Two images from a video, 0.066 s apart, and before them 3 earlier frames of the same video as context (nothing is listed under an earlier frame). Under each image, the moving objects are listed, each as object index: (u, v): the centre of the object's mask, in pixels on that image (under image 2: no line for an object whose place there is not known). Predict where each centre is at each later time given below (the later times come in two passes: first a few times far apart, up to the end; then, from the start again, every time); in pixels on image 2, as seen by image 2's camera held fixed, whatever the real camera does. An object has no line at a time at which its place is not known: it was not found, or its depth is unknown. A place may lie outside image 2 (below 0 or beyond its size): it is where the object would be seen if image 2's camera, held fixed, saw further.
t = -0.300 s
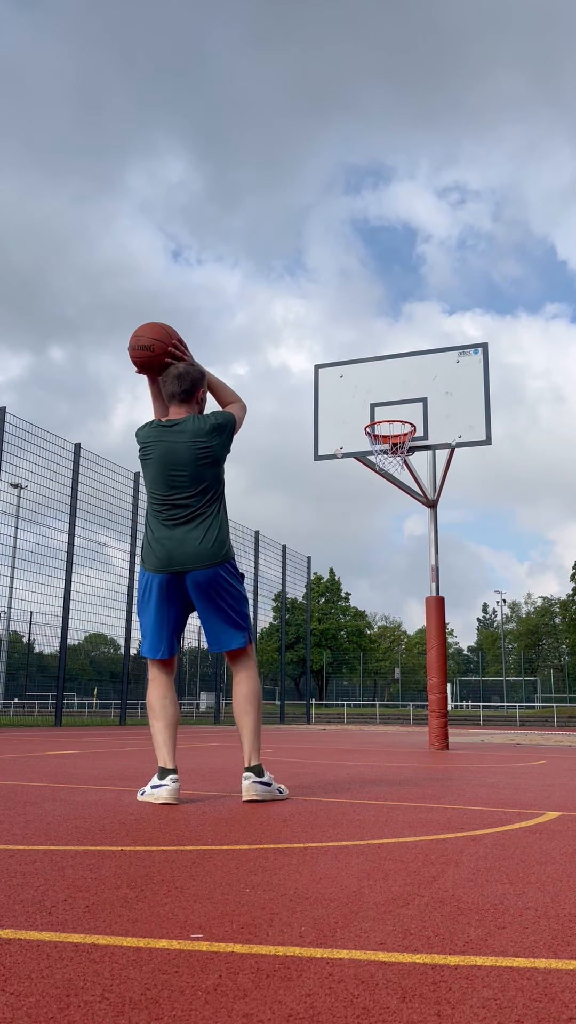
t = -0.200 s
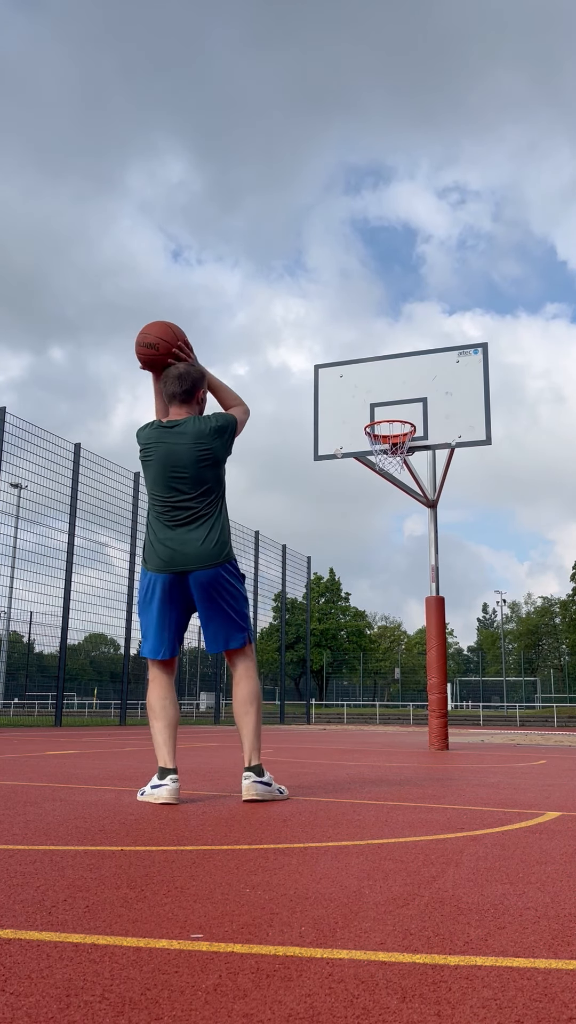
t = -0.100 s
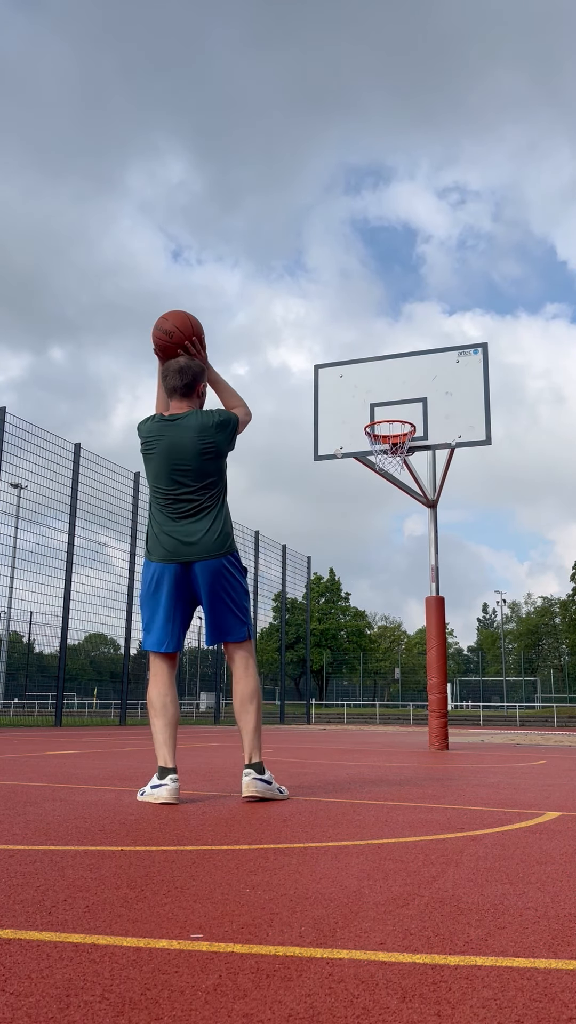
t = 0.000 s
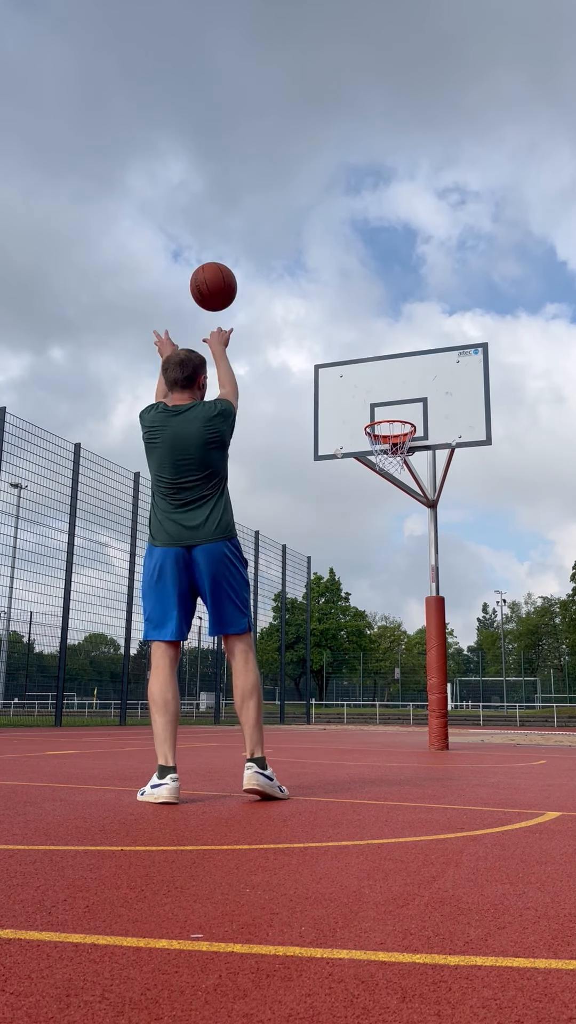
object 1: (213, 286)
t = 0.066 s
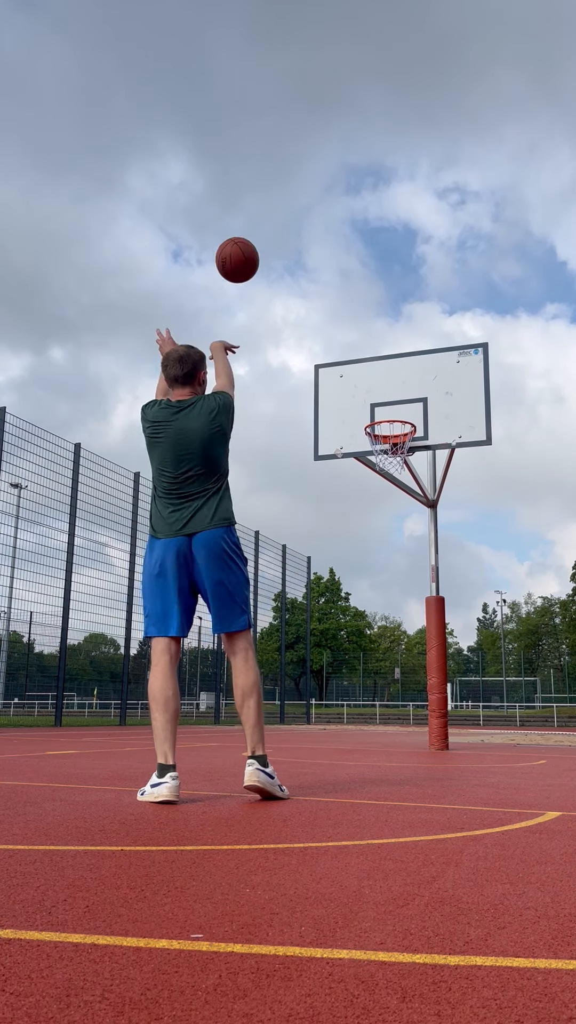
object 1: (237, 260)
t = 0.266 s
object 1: (291, 236)
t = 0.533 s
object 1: (338, 284)
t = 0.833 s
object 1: (374, 403)
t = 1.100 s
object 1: (379, 377)
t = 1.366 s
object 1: (380, 391)
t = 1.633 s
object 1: (379, 411)
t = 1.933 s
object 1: (407, 408)
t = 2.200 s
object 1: (437, 484)
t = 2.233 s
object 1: (441, 500)
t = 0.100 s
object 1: (248, 251)
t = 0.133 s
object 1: (257, 244)
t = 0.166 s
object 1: (267, 239)
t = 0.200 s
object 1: (275, 237)
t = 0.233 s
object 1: (283, 235)
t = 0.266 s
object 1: (291, 236)
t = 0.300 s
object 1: (298, 238)
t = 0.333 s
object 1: (304, 241)
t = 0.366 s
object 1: (311, 246)
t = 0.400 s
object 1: (317, 251)
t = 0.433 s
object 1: (322, 258)
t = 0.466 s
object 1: (328, 266)
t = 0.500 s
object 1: (333, 275)
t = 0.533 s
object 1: (338, 284)
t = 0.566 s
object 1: (342, 295)
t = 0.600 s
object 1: (347, 306)
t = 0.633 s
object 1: (351, 318)
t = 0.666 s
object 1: (355, 330)
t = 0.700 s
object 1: (359, 343)
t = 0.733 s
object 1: (363, 358)
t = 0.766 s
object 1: (367, 372)
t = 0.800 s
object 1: (370, 387)
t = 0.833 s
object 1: (374, 403)
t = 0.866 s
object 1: (376, 409)
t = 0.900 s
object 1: (376, 401)
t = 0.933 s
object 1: (377, 394)
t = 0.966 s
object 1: (377, 389)
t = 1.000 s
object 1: (378, 384)
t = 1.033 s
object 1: (378, 381)
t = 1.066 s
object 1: (379, 379)
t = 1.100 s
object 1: (379, 377)
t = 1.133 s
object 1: (380, 377)
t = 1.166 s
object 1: (380, 378)
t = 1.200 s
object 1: (381, 380)
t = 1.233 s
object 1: (381, 382)
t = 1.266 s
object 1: (382, 386)
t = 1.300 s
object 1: (382, 390)
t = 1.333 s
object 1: (381, 390)
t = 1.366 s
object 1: (380, 391)
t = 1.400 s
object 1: (379, 394)
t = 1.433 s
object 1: (378, 397)
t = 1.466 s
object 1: (377, 402)
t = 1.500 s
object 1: (376, 407)
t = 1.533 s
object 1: (374, 413)
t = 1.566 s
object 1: (373, 418)
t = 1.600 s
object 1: (375, 415)
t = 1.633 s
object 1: (379, 411)
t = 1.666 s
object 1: (382, 407)
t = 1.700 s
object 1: (385, 404)
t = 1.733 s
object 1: (388, 401)
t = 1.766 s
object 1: (391, 400)
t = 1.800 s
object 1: (394, 399)
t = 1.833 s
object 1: (397, 400)
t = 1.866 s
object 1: (401, 401)
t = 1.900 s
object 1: (404, 404)
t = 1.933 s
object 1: (407, 408)
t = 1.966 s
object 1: (410, 414)
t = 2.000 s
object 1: (414, 420)
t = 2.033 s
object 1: (417, 427)
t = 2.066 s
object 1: (421, 436)
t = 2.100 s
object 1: (425, 446)
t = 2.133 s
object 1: (429, 457)
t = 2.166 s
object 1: (433, 470)
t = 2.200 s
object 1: (437, 484)
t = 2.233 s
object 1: (441, 500)
